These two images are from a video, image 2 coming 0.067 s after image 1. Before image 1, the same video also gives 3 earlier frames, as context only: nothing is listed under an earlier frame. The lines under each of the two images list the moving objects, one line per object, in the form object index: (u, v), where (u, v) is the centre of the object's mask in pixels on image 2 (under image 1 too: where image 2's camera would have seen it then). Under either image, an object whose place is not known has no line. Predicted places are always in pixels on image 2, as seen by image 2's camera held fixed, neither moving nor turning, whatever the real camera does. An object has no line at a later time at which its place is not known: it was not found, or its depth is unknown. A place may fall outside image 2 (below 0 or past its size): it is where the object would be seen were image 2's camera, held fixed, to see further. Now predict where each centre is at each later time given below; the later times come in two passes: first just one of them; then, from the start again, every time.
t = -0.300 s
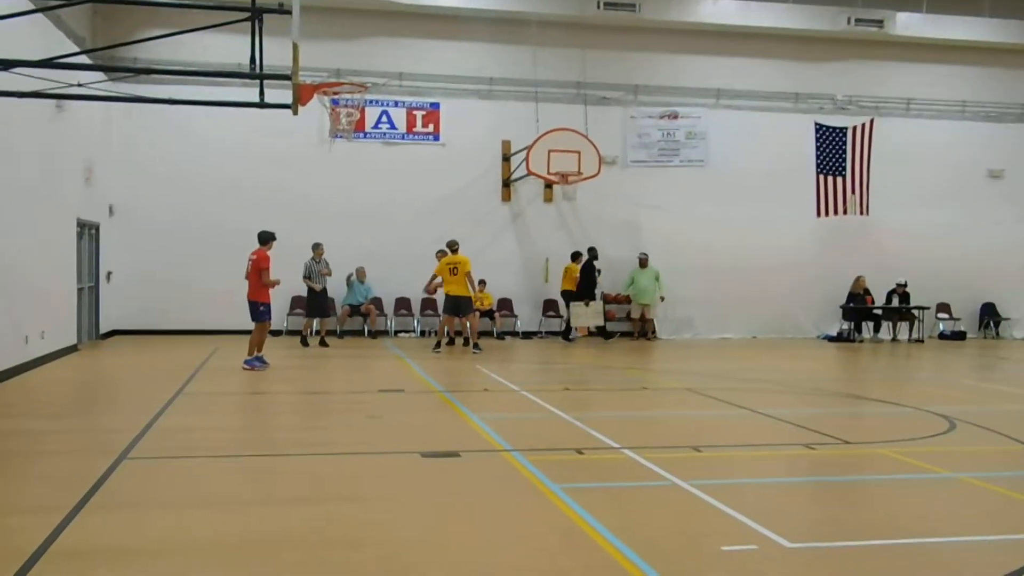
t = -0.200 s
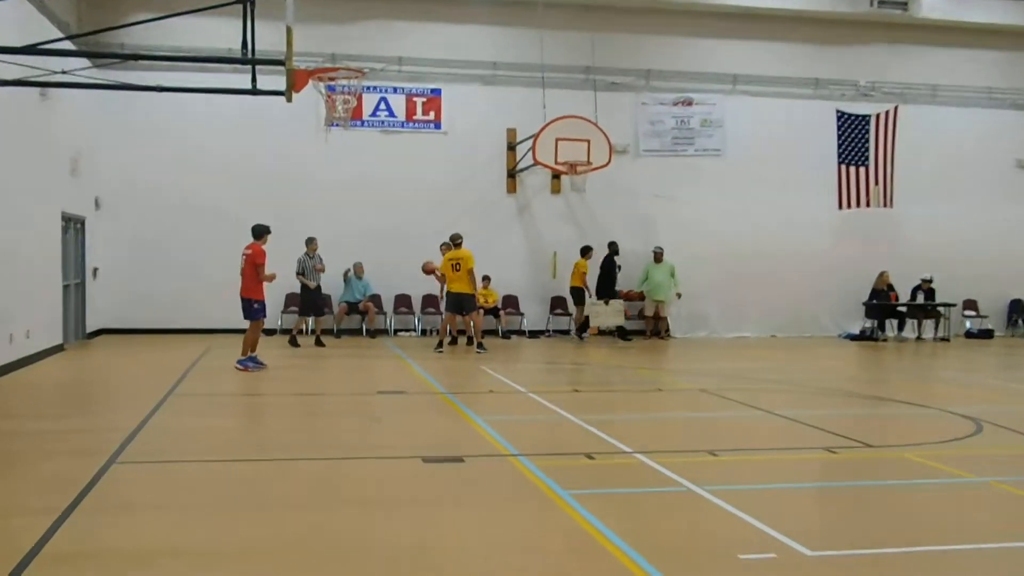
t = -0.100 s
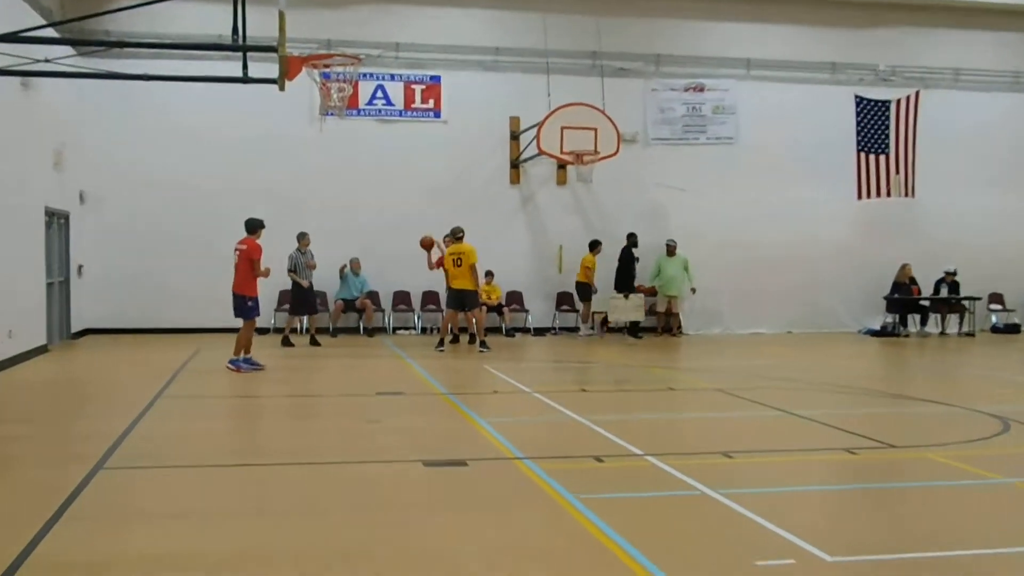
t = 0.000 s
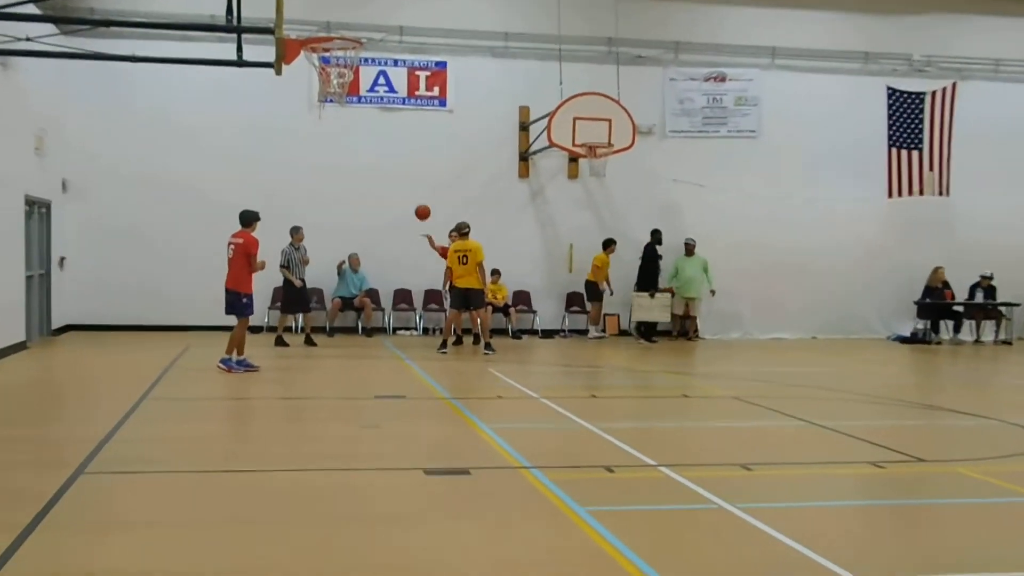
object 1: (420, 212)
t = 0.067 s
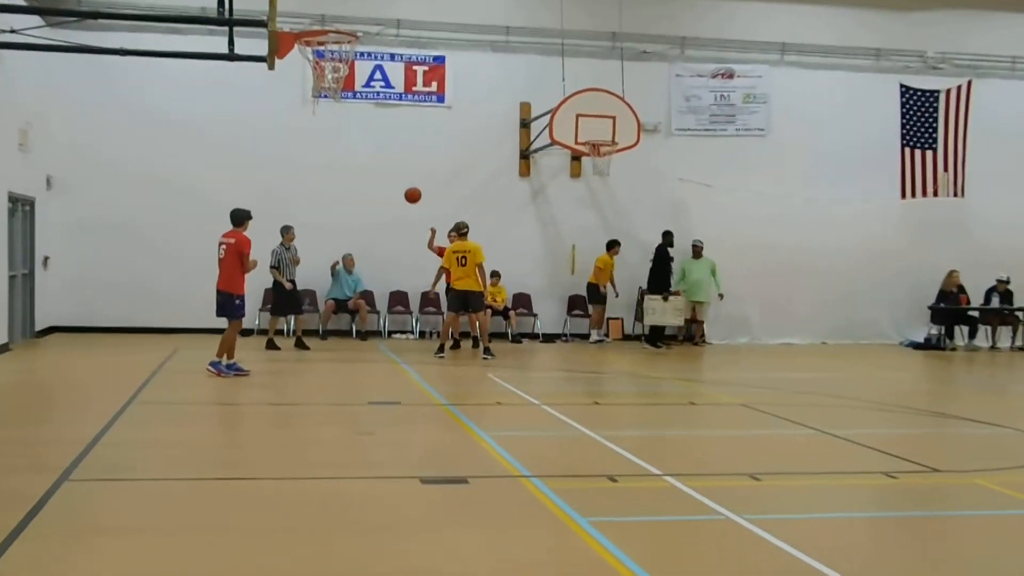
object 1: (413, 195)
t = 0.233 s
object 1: (393, 164)
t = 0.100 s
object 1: (409, 188)
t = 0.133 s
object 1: (405, 180)
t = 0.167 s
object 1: (401, 174)
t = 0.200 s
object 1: (397, 169)
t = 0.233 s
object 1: (393, 164)
